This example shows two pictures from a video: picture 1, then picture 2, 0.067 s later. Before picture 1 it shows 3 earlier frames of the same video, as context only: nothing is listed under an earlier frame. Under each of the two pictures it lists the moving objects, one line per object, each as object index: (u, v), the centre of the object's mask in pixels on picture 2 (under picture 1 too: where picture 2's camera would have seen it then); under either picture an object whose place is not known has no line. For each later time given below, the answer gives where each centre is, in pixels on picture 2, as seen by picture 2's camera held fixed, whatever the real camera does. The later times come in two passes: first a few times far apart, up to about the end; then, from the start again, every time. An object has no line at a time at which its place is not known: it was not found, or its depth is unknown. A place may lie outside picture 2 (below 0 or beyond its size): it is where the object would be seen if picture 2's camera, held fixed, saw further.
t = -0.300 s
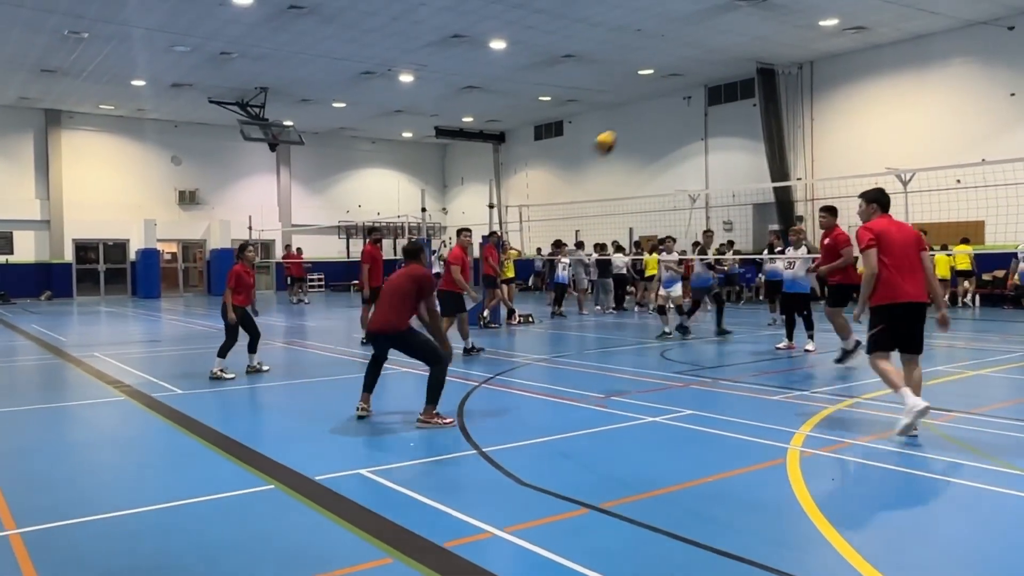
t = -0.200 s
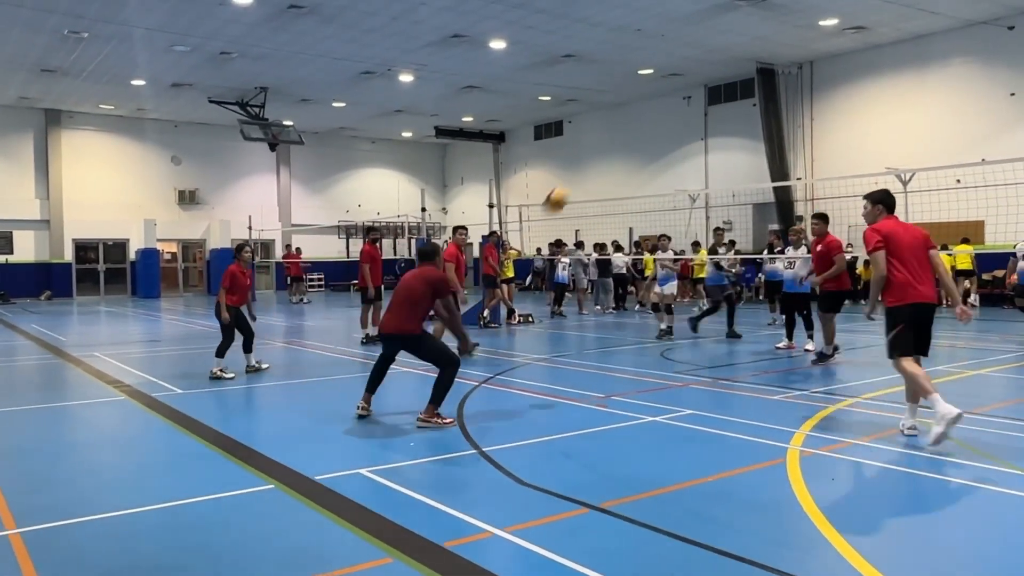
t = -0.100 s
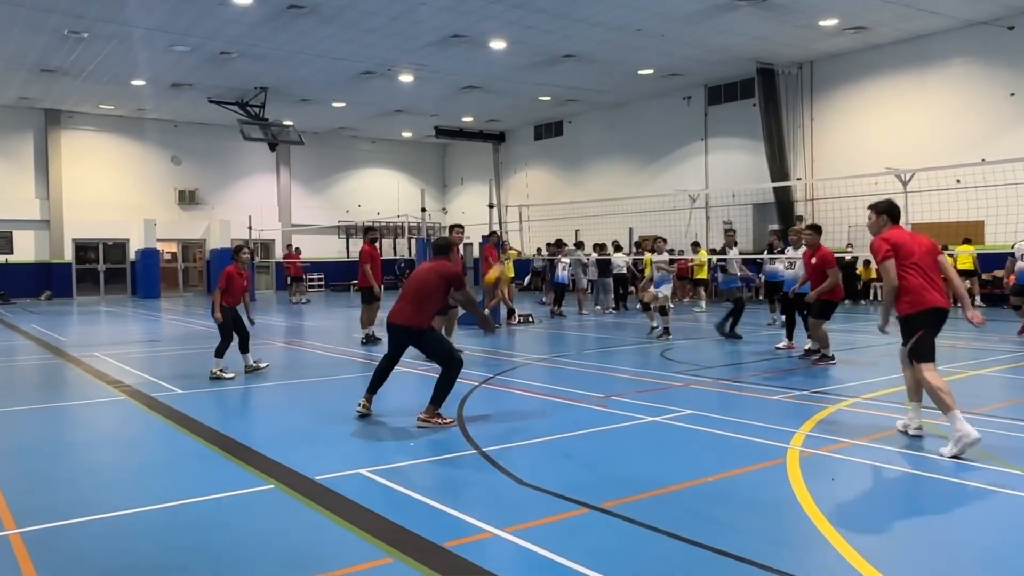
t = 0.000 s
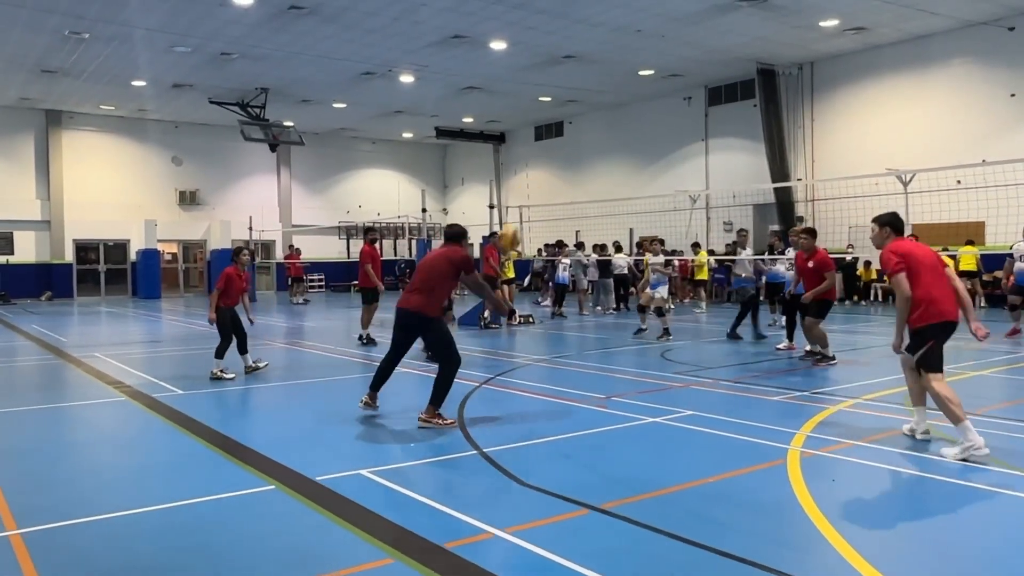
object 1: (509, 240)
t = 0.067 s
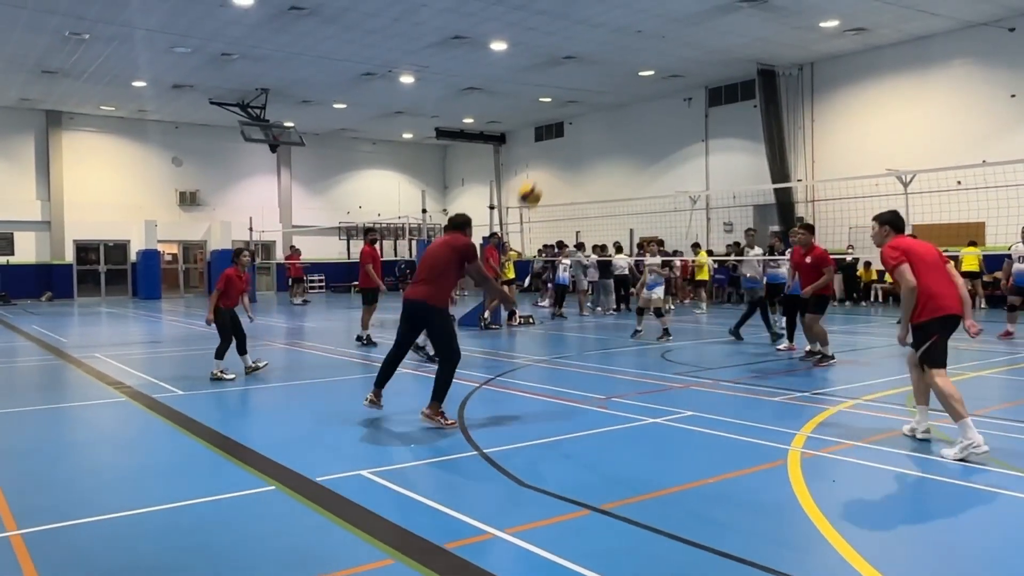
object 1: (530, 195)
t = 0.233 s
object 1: (574, 112)
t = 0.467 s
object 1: (629, 58)
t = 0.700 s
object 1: (674, 61)
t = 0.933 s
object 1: (714, 106)
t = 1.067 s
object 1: (734, 149)
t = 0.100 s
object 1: (540, 174)
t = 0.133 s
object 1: (549, 156)
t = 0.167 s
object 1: (558, 140)
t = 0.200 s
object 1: (565, 125)
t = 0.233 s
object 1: (574, 112)
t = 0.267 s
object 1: (582, 100)
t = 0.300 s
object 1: (591, 90)
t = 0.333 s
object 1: (598, 81)
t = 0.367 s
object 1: (606, 74)
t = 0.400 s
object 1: (614, 67)
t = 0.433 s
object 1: (621, 62)
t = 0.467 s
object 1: (629, 58)
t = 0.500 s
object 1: (635, 56)
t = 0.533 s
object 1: (642, 54)
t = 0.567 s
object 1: (649, 54)
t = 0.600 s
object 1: (655, 54)
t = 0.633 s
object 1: (662, 55)
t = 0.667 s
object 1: (668, 58)
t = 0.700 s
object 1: (674, 61)
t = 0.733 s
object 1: (680, 65)
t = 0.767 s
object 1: (686, 69)
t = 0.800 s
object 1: (692, 75)
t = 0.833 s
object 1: (698, 82)
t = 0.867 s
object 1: (704, 90)
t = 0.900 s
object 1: (709, 98)
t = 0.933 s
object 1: (714, 106)
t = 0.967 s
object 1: (719, 117)
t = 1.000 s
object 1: (724, 127)
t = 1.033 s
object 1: (729, 138)
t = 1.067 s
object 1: (734, 149)
